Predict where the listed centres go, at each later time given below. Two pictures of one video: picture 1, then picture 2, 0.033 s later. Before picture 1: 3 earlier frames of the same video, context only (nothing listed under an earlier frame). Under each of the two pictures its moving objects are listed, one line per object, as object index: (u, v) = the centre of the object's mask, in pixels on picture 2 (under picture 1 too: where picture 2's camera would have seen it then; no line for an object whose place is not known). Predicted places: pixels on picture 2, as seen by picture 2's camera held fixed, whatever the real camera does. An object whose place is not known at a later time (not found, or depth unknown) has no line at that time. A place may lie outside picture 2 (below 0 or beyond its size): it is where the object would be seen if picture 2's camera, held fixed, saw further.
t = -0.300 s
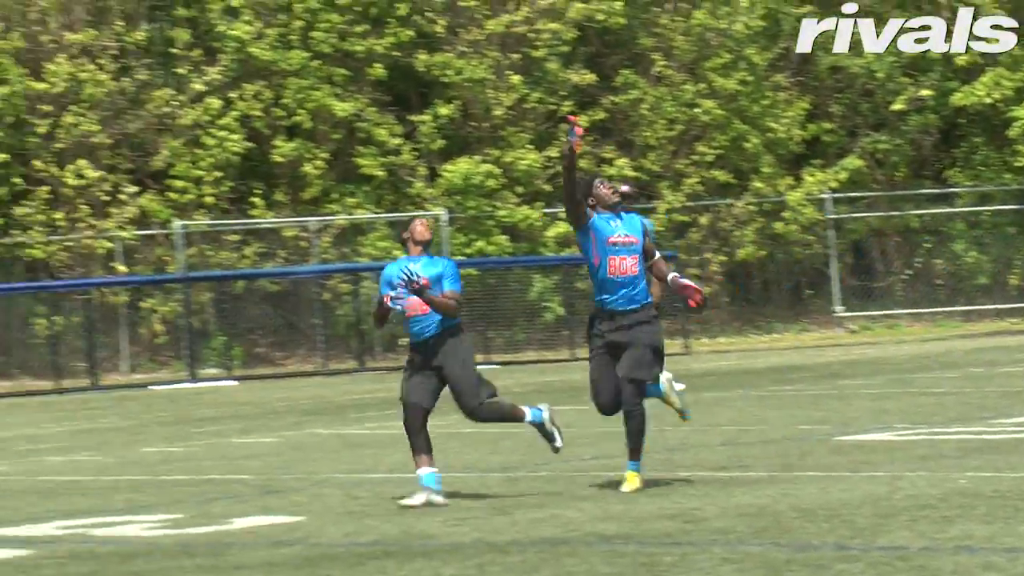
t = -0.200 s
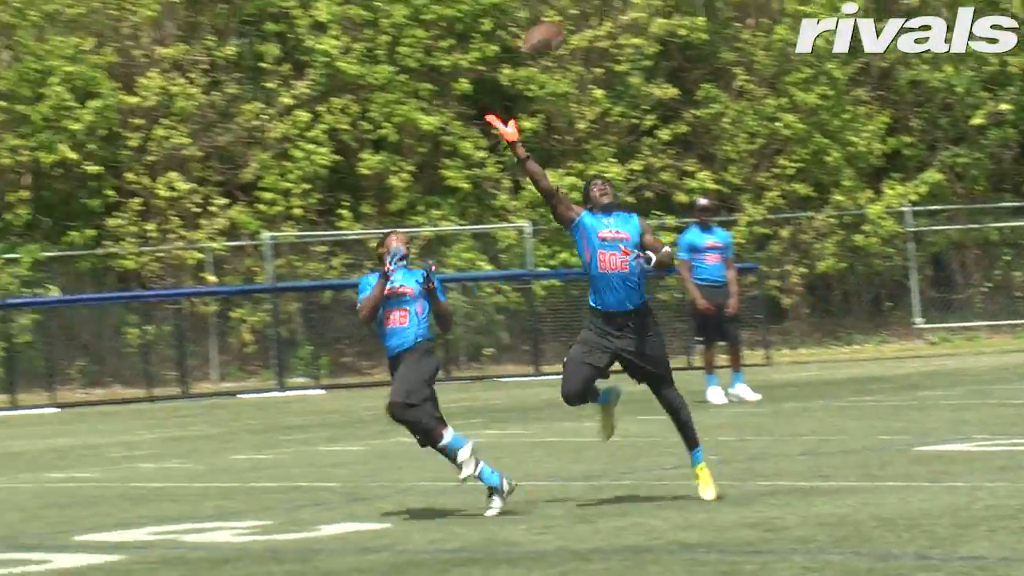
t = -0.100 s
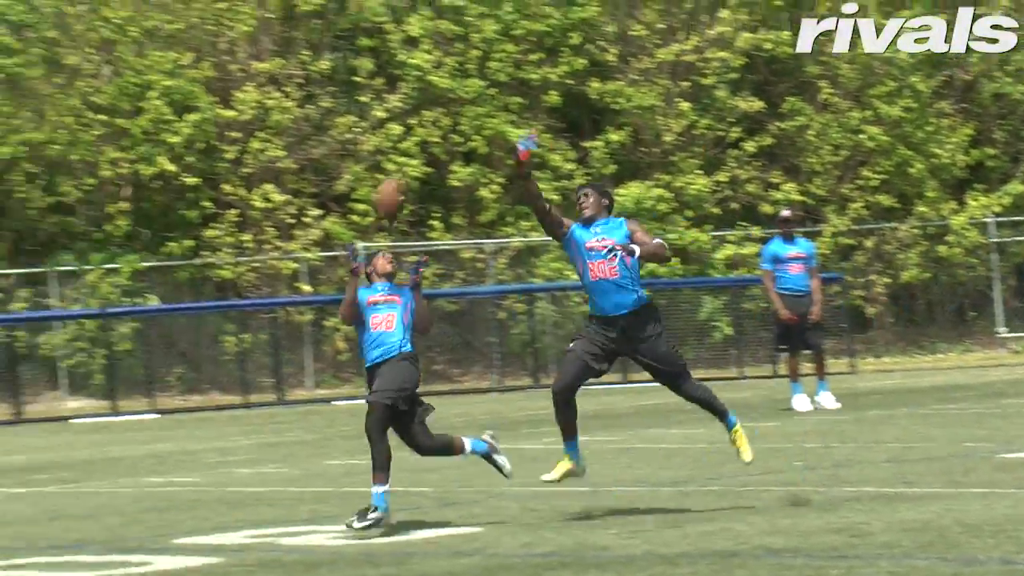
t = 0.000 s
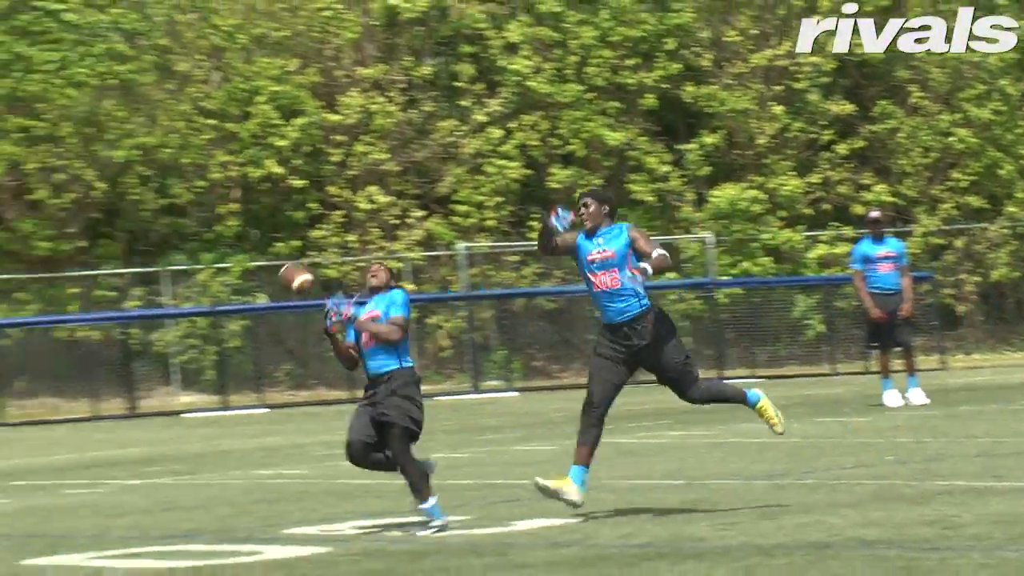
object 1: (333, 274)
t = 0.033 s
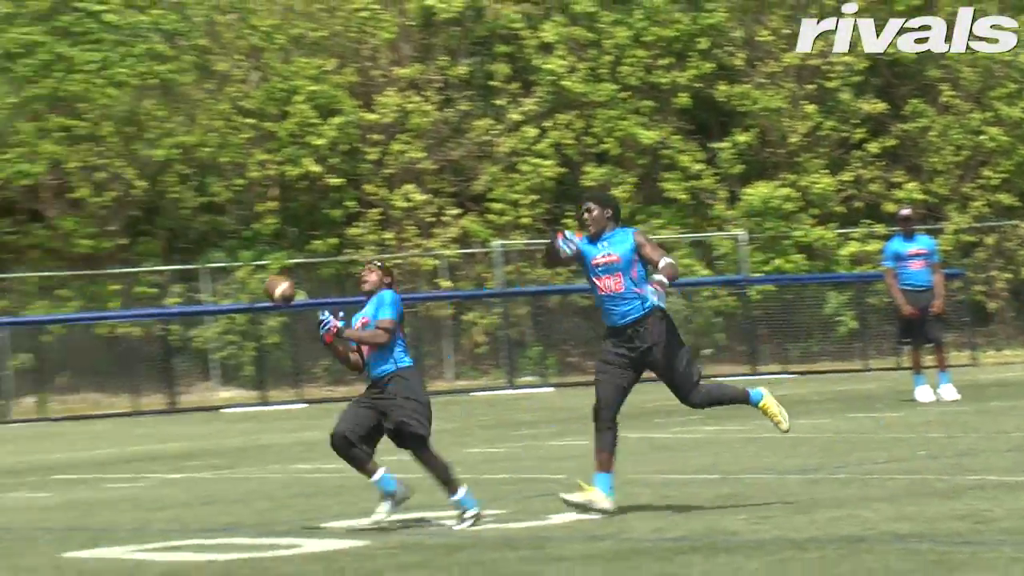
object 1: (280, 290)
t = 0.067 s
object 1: (223, 304)
